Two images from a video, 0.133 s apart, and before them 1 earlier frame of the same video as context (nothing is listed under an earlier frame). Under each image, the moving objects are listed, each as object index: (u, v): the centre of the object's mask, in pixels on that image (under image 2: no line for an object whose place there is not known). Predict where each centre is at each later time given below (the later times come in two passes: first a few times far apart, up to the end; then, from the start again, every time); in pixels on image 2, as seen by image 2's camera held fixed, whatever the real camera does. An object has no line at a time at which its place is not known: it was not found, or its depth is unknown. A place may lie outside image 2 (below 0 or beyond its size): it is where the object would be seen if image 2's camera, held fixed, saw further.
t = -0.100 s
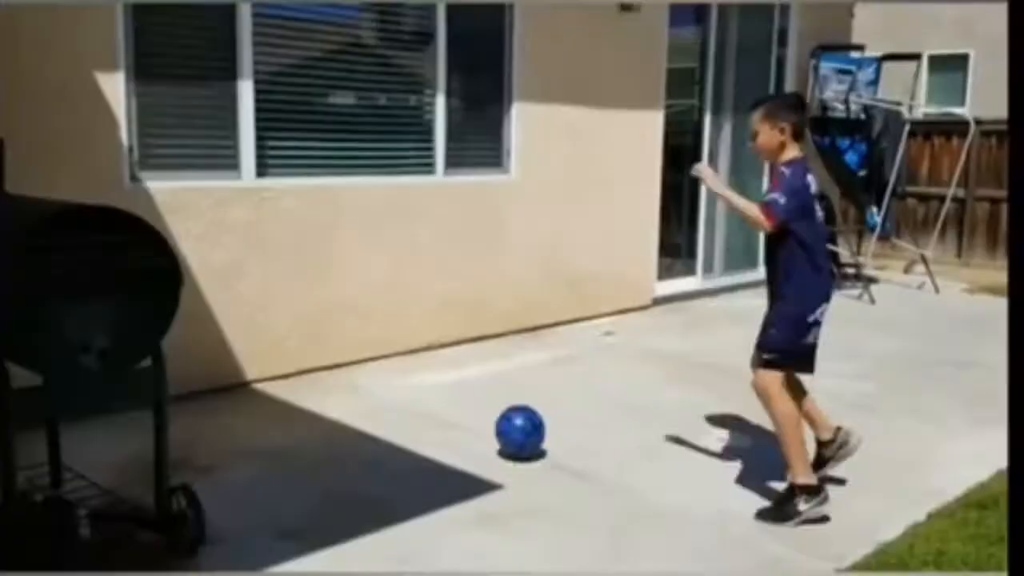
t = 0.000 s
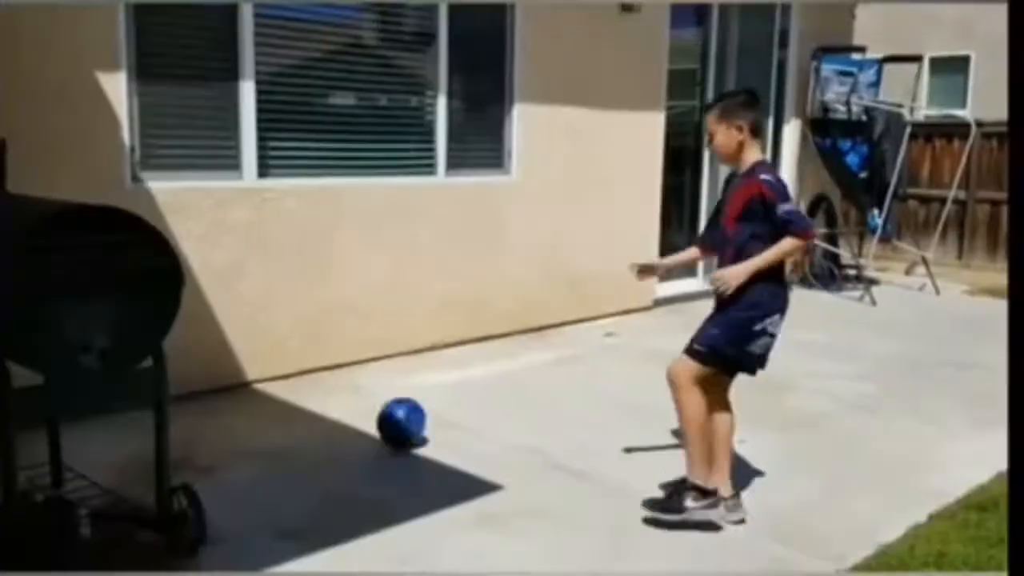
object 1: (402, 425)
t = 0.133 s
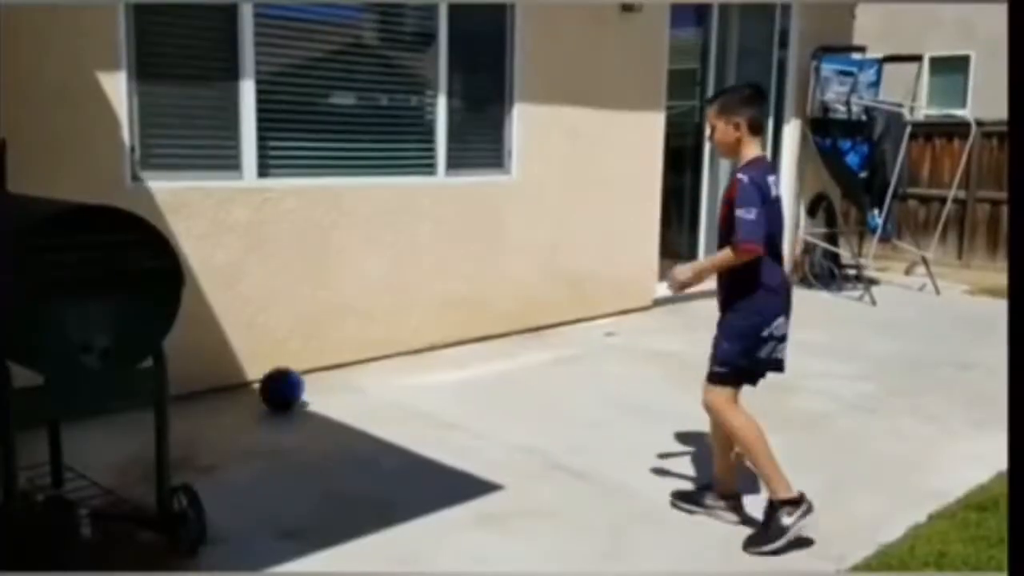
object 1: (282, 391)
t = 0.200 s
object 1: (246, 378)
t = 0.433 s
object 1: (301, 408)
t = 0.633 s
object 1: (349, 428)
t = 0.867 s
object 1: (403, 448)
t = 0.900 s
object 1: (411, 451)
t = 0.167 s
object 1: (265, 382)
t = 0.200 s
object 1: (246, 378)
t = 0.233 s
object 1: (234, 375)
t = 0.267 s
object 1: (245, 371)
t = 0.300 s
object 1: (256, 374)
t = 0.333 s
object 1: (267, 379)
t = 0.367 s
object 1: (279, 387)
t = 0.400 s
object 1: (290, 399)
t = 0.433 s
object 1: (301, 408)
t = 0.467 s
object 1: (309, 405)
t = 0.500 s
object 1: (316, 406)
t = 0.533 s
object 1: (324, 409)
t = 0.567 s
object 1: (333, 415)
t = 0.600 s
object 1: (341, 424)
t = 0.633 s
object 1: (349, 428)
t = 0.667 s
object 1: (356, 426)
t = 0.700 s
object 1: (363, 427)
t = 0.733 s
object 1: (371, 431)
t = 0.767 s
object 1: (379, 437)
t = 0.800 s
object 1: (386, 447)
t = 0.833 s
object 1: (394, 447)
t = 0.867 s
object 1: (403, 448)
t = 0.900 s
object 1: (411, 451)
